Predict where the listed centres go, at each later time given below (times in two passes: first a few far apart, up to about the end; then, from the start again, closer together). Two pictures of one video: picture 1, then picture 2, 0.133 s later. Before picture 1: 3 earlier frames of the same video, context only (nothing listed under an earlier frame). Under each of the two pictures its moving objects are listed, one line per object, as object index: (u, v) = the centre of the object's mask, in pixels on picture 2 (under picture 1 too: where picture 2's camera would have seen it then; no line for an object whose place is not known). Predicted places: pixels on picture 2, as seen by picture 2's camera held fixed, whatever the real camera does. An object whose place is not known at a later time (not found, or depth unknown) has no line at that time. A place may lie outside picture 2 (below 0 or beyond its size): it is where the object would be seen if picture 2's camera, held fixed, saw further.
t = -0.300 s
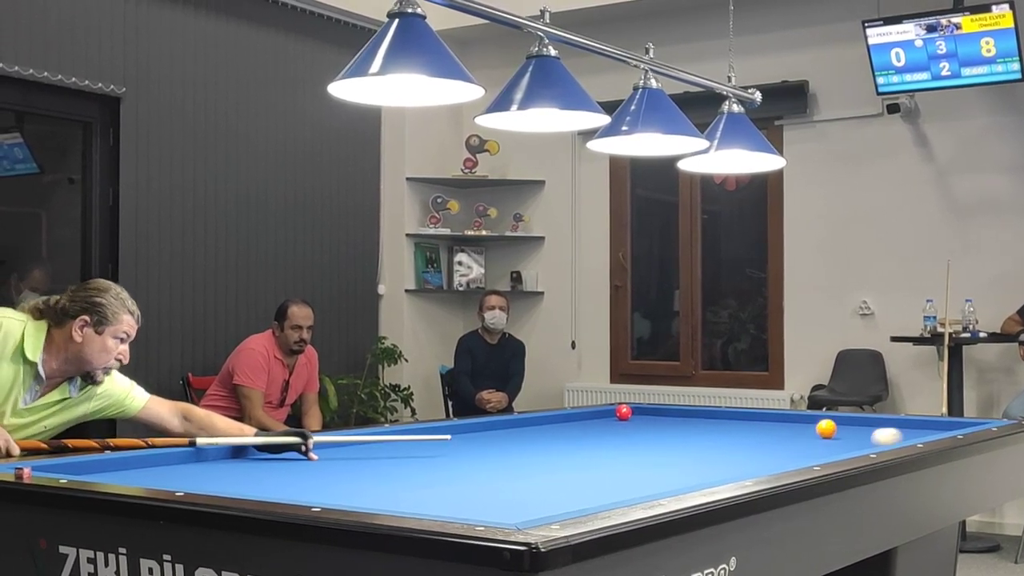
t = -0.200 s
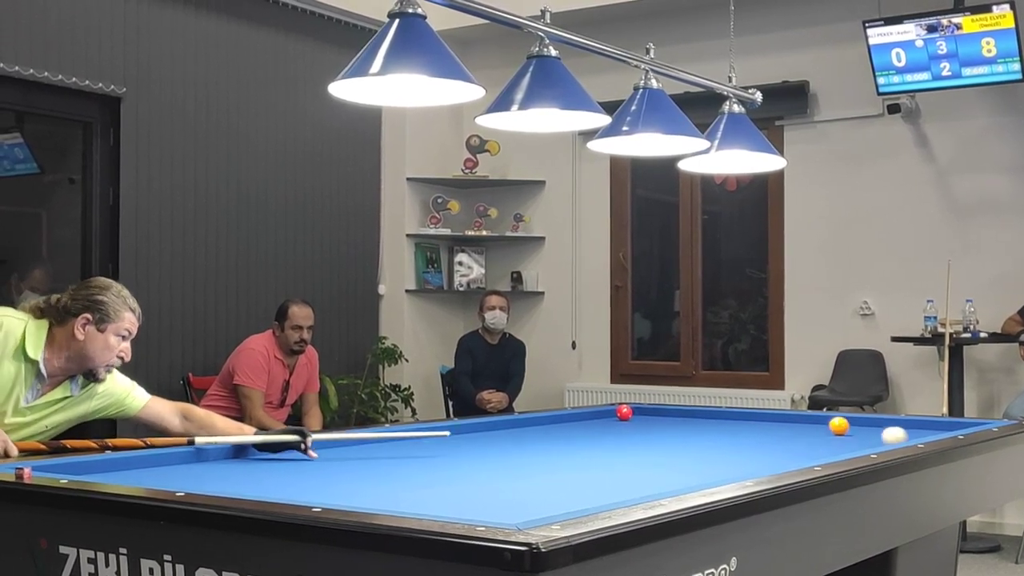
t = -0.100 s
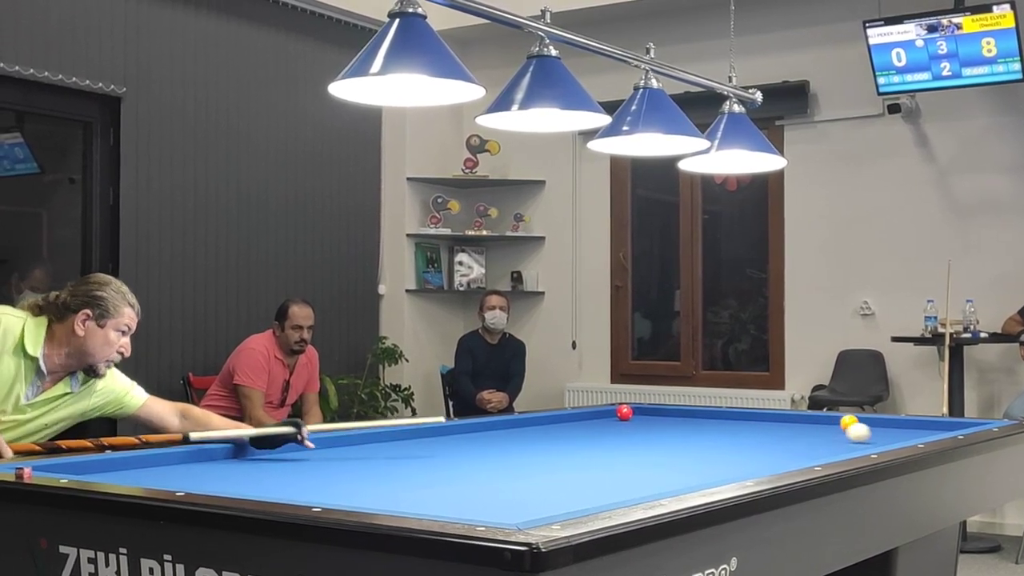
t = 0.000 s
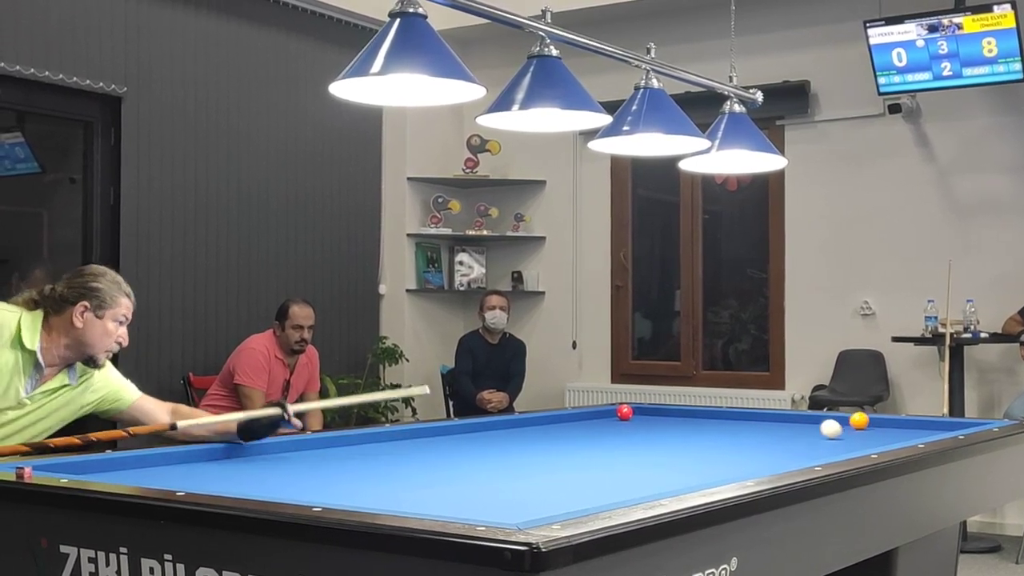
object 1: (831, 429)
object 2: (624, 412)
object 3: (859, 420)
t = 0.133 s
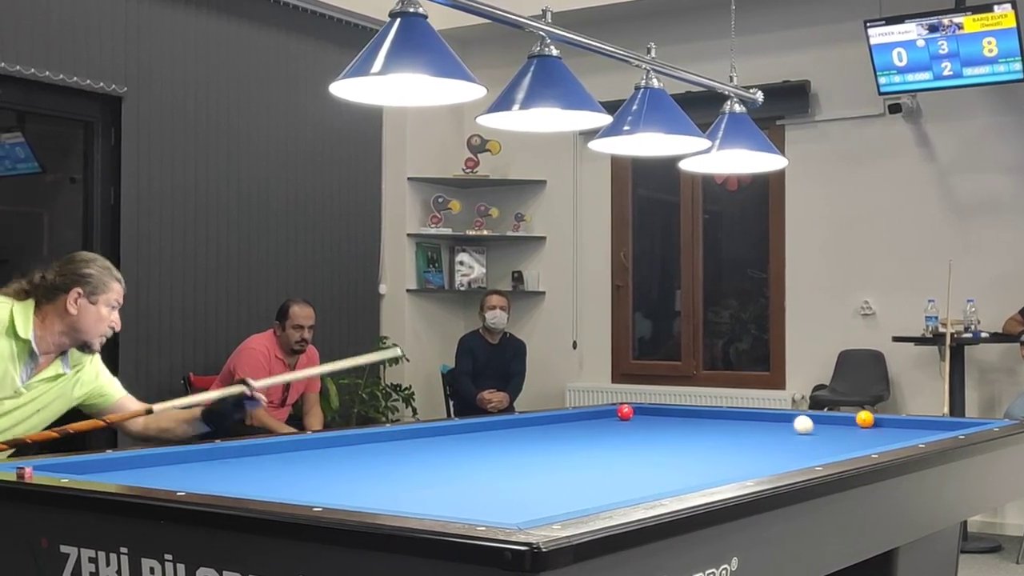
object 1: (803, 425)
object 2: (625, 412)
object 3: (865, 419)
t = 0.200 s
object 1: (791, 423)
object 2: (625, 412)
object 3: (858, 420)
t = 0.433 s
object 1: (749, 417)
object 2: (624, 412)
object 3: (836, 423)
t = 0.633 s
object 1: (718, 412)
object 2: (625, 412)
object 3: (818, 425)
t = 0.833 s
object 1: (669, 411)
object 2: (625, 412)
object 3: (798, 428)
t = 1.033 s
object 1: (614, 409)
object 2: (625, 412)
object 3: (778, 430)
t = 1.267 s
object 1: (617, 411)
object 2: (633, 414)
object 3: (754, 434)
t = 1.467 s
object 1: (615, 412)
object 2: (642, 416)
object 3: (733, 436)
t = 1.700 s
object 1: (612, 412)
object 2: (652, 419)
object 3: (706, 440)
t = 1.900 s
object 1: (610, 413)
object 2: (662, 421)
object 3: (683, 443)
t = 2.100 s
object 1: (608, 413)
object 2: (672, 423)
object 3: (659, 446)
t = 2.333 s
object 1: (605, 413)
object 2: (684, 426)
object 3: (629, 450)
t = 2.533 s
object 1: (604, 413)
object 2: (694, 428)
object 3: (602, 454)
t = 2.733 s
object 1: (602, 414)
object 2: (705, 431)
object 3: (575, 458)
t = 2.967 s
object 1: (601, 414)
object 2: (718, 434)
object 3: (542, 462)
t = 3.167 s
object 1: (600, 415)
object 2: (729, 437)
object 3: (512, 466)
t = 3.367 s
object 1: (599, 415)
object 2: (741, 440)
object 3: (480, 471)
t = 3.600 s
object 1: (597, 415)
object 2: (755, 443)
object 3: (441, 476)
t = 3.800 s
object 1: (597, 415)
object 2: (767, 446)
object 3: (407, 481)
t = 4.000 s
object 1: (597, 415)
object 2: (780, 449)
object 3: (372, 486)
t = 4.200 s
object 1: (597, 415)
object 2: (793, 452)
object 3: (334, 490)
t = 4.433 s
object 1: (596, 415)
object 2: (809, 453)
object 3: (289, 491)
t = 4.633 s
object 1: (597, 415)
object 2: (819, 454)
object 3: (298, 491)
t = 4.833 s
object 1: (596, 415)
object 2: (801, 455)
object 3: (319, 491)
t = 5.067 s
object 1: (597, 416)
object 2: (781, 458)
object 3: (341, 489)
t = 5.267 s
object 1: (597, 416)
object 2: (764, 459)
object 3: (359, 487)
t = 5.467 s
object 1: (597, 416)
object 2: (748, 460)
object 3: (376, 484)
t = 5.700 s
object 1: (597, 415)
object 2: (730, 461)
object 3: (393, 481)
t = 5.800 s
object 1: (597, 416)
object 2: (722, 461)
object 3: (401, 479)
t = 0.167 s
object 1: (797, 424)
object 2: (624, 412)
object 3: (861, 419)
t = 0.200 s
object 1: (791, 423)
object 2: (625, 412)
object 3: (858, 420)
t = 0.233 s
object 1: (784, 422)
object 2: (625, 412)
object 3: (855, 420)
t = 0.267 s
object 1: (778, 421)
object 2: (625, 412)
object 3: (851, 421)
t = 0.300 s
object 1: (772, 420)
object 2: (625, 412)
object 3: (848, 421)
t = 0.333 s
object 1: (766, 419)
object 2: (625, 412)
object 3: (845, 421)
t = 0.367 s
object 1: (760, 418)
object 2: (625, 412)
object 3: (842, 422)
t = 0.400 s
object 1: (755, 417)
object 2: (625, 412)
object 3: (839, 422)
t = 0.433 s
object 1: (749, 417)
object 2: (624, 412)
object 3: (836, 423)
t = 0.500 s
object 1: (738, 415)
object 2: (624, 412)
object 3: (830, 423)
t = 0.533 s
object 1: (733, 414)
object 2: (625, 412)
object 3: (827, 424)
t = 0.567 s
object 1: (728, 413)
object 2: (625, 412)
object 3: (824, 424)
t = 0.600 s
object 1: (723, 413)
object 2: (625, 412)
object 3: (821, 425)
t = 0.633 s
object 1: (718, 412)
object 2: (625, 412)
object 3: (818, 425)
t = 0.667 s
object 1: (713, 411)
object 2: (625, 412)
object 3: (815, 426)
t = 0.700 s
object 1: (705, 411)
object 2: (625, 412)
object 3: (811, 426)
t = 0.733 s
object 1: (695, 411)
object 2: (625, 412)
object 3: (808, 427)
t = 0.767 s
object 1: (686, 411)
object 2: (625, 412)
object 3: (805, 427)
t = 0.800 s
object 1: (678, 411)
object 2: (625, 412)
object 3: (802, 427)
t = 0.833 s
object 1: (669, 411)
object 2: (625, 412)
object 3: (798, 428)
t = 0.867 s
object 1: (660, 410)
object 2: (624, 412)
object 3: (795, 428)
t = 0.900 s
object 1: (652, 410)
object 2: (624, 412)
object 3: (792, 429)
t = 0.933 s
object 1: (644, 410)
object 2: (624, 412)
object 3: (789, 429)
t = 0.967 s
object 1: (637, 410)
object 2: (624, 412)
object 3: (785, 429)
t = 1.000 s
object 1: (631, 407)
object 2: (624, 412)
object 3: (782, 430)
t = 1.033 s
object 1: (614, 409)
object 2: (625, 412)
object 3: (778, 430)
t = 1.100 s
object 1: (615, 410)
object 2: (625, 412)
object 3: (772, 431)
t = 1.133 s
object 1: (616, 410)
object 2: (626, 413)
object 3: (768, 432)
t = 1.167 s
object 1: (617, 410)
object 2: (628, 413)
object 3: (765, 432)
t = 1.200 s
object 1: (617, 411)
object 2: (630, 413)
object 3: (762, 432)
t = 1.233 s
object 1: (617, 411)
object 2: (632, 414)
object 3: (758, 433)
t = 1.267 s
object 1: (617, 411)
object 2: (633, 414)
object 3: (754, 434)
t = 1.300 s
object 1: (617, 411)
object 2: (634, 414)
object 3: (751, 434)
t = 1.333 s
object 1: (616, 411)
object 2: (636, 414)
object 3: (747, 434)
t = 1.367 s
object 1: (616, 411)
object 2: (637, 415)
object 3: (744, 435)
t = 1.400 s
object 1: (616, 412)
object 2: (639, 415)
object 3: (740, 435)
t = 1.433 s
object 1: (615, 411)
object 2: (640, 416)
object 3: (736, 436)
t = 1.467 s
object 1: (615, 412)
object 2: (642, 416)
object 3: (733, 436)
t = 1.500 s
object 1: (614, 412)
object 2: (643, 416)
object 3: (729, 437)
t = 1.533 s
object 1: (614, 412)
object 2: (645, 417)
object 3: (726, 437)
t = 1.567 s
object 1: (613, 412)
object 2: (646, 417)
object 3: (722, 438)
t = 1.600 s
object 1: (613, 412)
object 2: (648, 418)
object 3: (718, 438)
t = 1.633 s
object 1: (613, 412)
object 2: (649, 418)
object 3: (714, 439)
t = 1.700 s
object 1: (612, 412)
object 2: (652, 419)
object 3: (706, 440)
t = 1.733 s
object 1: (611, 412)
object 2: (654, 419)
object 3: (702, 440)
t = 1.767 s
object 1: (611, 412)
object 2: (656, 419)
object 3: (699, 441)
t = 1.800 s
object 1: (611, 412)
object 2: (657, 420)
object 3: (695, 441)
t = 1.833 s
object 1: (610, 413)
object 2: (659, 420)
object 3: (691, 442)
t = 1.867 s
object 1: (610, 413)
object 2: (660, 420)
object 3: (687, 442)
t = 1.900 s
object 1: (610, 413)
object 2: (662, 421)
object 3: (683, 443)
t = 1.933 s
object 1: (609, 413)
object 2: (664, 421)
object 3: (679, 444)
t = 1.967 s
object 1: (609, 413)
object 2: (665, 422)
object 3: (675, 444)
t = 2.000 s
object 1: (609, 413)
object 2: (667, 422)
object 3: (671, 445)
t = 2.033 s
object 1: (608, 413)
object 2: (669, 422)
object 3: (667, 445)
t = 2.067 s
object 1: (608, 413)
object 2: (670, 423)
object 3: (663, 446)
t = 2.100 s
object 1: (608, 413)
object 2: (672, 423)
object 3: (659, 446)
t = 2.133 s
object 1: (607, 413)
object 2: (674, 424)
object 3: (654, 447)
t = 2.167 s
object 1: (607, 413)
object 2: (675, 424)
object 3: (650, 447)
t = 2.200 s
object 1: (607, 413)
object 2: (677, 424)
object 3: (646, 448)
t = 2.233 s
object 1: (606, 413)
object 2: (679, 425)
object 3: (642, 448)
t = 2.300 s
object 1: (606, 413)
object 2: (682, 426)
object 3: (633, 450)
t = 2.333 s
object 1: (605, 413)
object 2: (684, 426)
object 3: (629, 450)
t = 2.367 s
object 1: (605, 413)
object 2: (686, 426)
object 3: (625, 451)
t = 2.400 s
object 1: (605, 413)
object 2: (687, 427)
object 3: (620, 451)
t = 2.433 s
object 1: (605, 413)
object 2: (689, 427)
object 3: (616, 452)
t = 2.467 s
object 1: (604, 414)
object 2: (691, 428)
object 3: (612, 453)
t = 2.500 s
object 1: (604, 413)
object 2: (693, 428)
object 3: (607, 453)
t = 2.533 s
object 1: (604, 413)
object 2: (694, 428)
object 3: (602, 454)
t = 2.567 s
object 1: (604, 413)
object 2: (696, 429)
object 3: (598, 455)
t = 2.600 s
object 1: (603, 414)
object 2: (698, 429)
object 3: (594, 455)
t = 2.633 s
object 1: (603, 414)
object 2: (699, 430)
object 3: (589, 456)
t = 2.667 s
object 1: (603, 414)
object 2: (701, 430)
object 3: (584, 456)
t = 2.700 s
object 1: (602, 414)
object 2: (703, 431)
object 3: (580, 457)
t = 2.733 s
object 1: (602, 414)
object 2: (705, 431)
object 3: (575, 458)
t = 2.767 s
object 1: (602, 414)
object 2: (707, 432)
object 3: (570, 458)
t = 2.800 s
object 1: (602, 414)
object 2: (709, 432)
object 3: (566, 459)
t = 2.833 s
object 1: (602, 414)
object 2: (710, 432)
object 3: (561, 460)
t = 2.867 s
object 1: (601, 414)
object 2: (712, 433)
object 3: (556, 460)
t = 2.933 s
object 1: (601, 414)
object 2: (716, 434)
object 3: (547, 462)
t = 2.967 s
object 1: (601, 414)
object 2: (718, 434)
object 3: (542, 462)
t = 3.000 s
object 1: (600, 414)
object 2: (720, 435)
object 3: (537, 463)
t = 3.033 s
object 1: (600, 414)
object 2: (722, 435)
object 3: (532, 464)
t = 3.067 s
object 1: (600, 414)
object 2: (723, 435)
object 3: (527, 464)
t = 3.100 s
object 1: (600, 414)
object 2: (725, 436)
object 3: (522, 465)
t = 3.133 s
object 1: (600, 415)
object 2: (728, 436)
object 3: (516, 466)
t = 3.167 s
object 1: (600, 415)
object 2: (729, 437)
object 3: (512, 466)
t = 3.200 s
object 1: (600, 415)
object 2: (731, 437)
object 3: (506, 467)
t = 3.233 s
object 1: (599, 415)
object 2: (733, 438)
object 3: (501, 468)
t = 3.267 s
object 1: (599, 415)
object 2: (735, 438)
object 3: (496, 468)
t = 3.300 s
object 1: (599, 415)
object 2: (737, 439)
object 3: (490, 469)
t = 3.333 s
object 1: (599, 415)
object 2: (739, 439)
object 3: (485, 470)
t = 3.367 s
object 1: (599, 415)
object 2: (741, 440)
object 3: (480, 471)
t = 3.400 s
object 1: (599, 415)
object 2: (743, 440)
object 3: (475, 472)
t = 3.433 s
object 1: (598, 415)
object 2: (745, 441)
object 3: (469, 472)
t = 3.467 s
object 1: (598, 415)
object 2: (747, 441)
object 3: (464, 473)
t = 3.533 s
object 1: (598, 415)
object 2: (751, 442)
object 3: (453, 475)
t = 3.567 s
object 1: (598, 415)
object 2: (753, 443)
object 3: (447, 475)
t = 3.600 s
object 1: (597, 415)
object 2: (755, 443)
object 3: (441, 476)
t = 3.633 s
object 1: (597, 415)
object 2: (757, 444)
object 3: (435, 477)
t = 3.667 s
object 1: (597, 415)
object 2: (759, 444)
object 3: (430, 478)
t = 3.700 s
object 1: (597, 415)
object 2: (761, 444)
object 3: (424, 479)
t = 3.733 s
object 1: (597, 415)
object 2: (763, 445)
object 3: (418, 479)
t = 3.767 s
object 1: (597, 415)
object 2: (765, 445)
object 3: (413, 480)
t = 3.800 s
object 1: (597, 415)
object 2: (767, 446)
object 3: (407, 481)
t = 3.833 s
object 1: (597, 415)
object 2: (769, 446)
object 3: (401, 482)
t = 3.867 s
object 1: (597, 415)
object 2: (771, 447)
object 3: (395, 483)
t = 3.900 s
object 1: (597, 415)
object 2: (774, 447)
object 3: (389, 484)
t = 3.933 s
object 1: (597, 415)
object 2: (776, 448)
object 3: (383, 484)
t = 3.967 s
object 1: (597, 415)
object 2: (778, 449)
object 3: (378, 485)
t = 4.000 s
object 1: (597, 415)
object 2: (780, 449)
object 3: (372, 486)
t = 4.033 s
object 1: (597, 415)
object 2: (782, 450)
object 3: (365, 487)
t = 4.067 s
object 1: (597, 415)
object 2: (785, 450)
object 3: (359, 488)
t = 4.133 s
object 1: (597, 415)
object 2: (789, 451)
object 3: (346, 489)
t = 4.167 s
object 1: (597, 415)
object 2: (791, 452)
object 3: (340, 490)
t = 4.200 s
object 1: (597, 415)
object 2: (793, 452)
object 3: (334, 490)
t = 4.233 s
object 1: (597, 415)
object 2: (795, 452)
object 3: (328, 490)
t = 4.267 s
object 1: (597, 416)
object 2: (798, 452)
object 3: (321, 490)
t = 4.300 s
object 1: (597, 415)
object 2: (800, 452)
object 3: (315, 491)
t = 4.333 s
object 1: (597, 416)
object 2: (802, 453)
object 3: (309, 491)
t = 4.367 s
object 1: (597, 415)
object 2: (804, 453)
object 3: (302, 491)
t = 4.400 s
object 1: (596, 415)
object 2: (807, 453)
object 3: (296, 491)
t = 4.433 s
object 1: (596, 415)
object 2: (809, 453)
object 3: (289, 491)
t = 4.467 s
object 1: (597, 415)
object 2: (811, 453)
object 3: (283, 491)
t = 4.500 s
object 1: (597, 415)
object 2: (813, 453)
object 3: (282, 491)
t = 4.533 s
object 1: (597, 415)
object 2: (816, 453)
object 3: (287, 491)
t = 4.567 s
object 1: (597, 415)
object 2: (818, 453)
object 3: (291, 491)
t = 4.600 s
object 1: (597, 415)
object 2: (820, 453)
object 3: (294, 491)
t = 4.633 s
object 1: (597, 415)
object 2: (819, 454)
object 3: (298, 491)
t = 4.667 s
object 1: (597, 415)
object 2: (816, 454)
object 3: (301, 491)
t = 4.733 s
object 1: (597, 415)
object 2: (810, 454)
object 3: (308, 491)
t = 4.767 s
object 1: (597, 415)
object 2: (807, 455)
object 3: (312, 491)
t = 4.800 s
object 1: (597, 415)
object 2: (804, 455)
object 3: (315, 491)
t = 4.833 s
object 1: (596, 415)
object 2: (801, 455)
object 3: (319, 491)
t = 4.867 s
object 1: (596, 416)
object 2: (798, 456)
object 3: (322, 491)
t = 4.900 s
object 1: (596, 416)
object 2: (796, 456)
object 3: (325, 490)
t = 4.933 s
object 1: (596, 416)
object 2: (792, 456)
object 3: (328, 490)
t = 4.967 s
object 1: (596, 416)
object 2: (789, 457)
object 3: (331, 490)
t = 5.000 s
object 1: (597, 416)
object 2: (787, 457)
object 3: (335, 490)
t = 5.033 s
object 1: (597, 416)
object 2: (784, 457)
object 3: (338, 489)
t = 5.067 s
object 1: (597, 416)
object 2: (781, 458)
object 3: (341, 489)
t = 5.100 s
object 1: (597, 416)
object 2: (778, 458)
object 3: (344, 489)
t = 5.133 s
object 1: (597, 415)
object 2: (775, 458)
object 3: (347, 488)
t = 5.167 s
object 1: (597, 416)
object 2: (773, 458)
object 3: (350, 488)
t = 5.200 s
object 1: (597, 416)
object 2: (770, 459)
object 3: (353, 488)
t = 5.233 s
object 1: (597, 416)
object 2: (767, 459)
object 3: (356, 487)
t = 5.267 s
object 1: (597, 416)
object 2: (764, 459)
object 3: (359, 487)
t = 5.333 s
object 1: (597, 416)
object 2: (759, 460)
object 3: (364, 486)
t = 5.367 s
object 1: (597, 416)
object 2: (756, 460)
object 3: (367, 485)
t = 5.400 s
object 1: (597, 416)
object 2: (753, 460)
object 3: (370, 485)
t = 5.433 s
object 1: (597, 416)
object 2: (751, 460)
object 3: (373, 484)
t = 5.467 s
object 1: (597, 416)
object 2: (748, 460)
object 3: (376, 484)
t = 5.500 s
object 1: (597, 416)
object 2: (745, 460)
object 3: (378, 483)
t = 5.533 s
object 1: (596, 416)
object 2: (743, 460)
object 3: (381, 483)
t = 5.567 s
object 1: (597, 416)
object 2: (740, 460)
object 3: (383, 483)
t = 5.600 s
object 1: (597, 416)
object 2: (738, 460)
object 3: (386, 482)
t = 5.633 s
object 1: (597, 416)
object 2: (735, 460)
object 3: (389, 482)
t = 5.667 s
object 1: (597, 416)
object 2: (732, 461)
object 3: (391, 481)
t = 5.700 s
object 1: (597, 415)
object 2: (730, 461)
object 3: (393, 481)
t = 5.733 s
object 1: (597, 416)
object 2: (727, 461)
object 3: (396, 481)
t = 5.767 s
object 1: (597, 416)
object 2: (725, 461)
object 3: (398, 480)
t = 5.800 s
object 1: (597, 416)
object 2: (722, 461)
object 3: (401, 479)
